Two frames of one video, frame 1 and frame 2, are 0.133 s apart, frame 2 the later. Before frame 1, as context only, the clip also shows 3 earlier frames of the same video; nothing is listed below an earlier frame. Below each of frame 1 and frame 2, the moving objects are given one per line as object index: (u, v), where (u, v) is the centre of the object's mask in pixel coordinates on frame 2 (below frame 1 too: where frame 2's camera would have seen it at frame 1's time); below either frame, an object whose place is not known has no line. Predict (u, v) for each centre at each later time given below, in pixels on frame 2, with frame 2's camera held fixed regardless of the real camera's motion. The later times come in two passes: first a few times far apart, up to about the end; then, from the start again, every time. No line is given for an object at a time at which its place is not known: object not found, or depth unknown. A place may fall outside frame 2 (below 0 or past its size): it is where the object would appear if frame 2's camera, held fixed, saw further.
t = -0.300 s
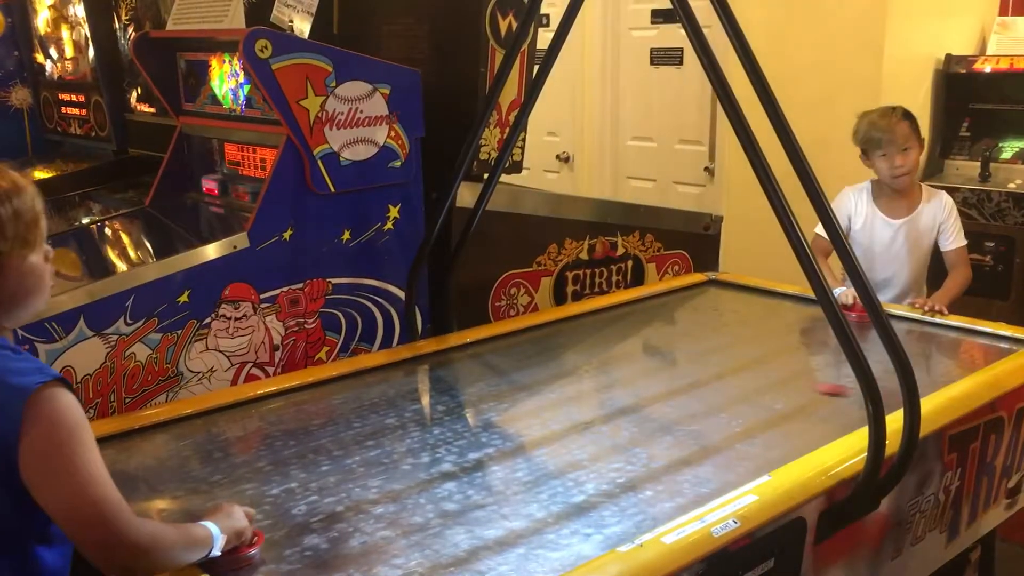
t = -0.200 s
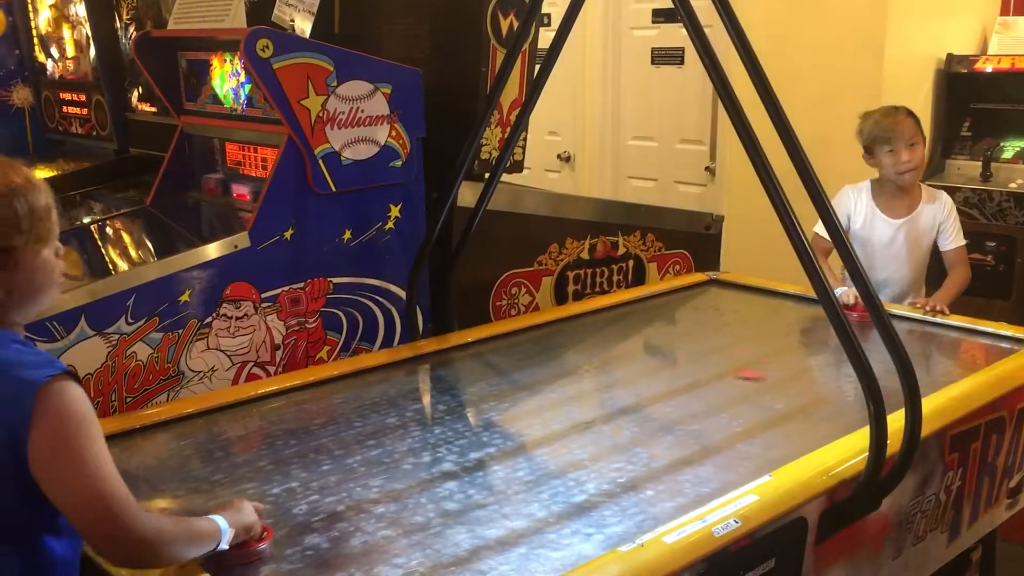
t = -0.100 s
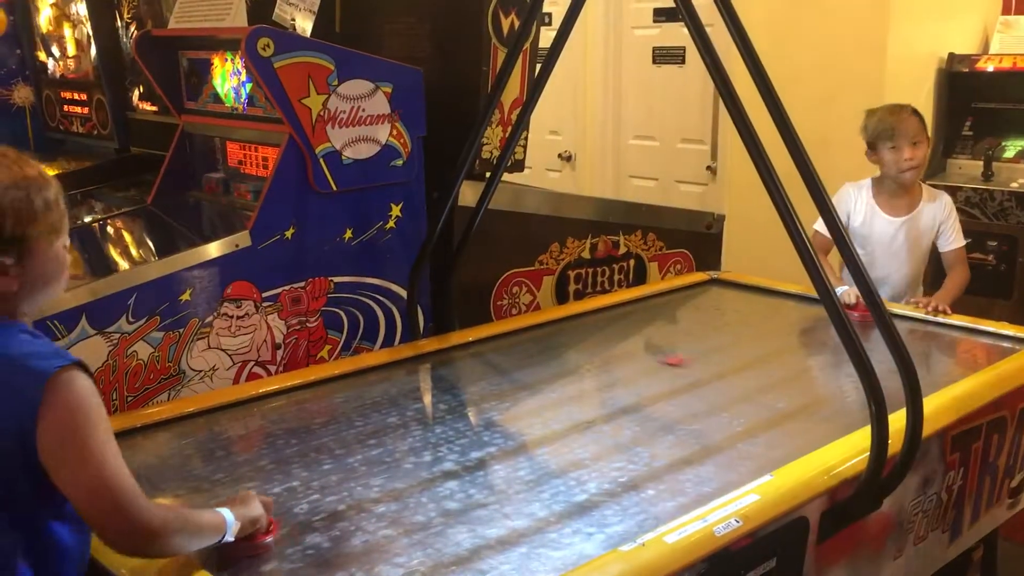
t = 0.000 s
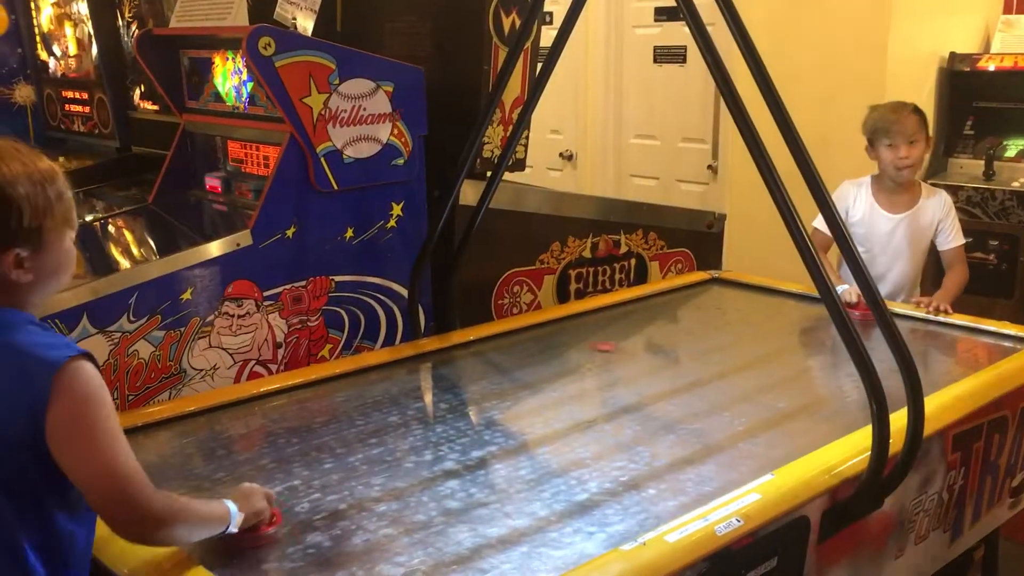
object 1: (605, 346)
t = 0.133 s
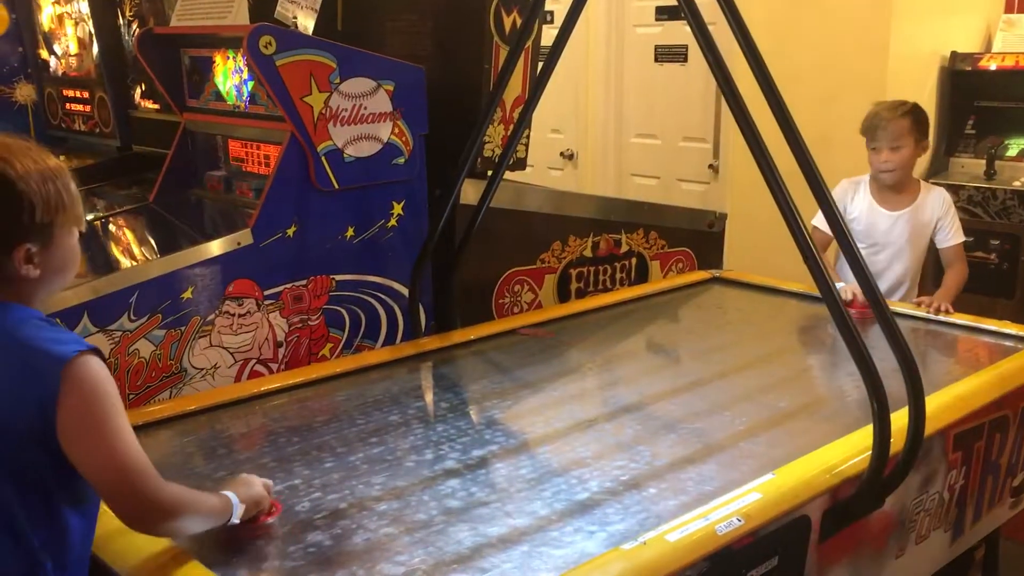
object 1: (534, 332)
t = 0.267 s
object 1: (574, 347)
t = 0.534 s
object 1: (706, 390)
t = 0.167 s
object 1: (537, 334)
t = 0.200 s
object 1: (548, 338)
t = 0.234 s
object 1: (561, 343)
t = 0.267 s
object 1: (574, 347)
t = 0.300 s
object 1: (590, 353)
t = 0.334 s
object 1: (605, 357)
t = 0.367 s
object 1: (621, 362)
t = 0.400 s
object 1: (637, 368)
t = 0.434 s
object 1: (653, 373)
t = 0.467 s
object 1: (670, 378)
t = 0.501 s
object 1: (689, 384)
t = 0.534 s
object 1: (706, 390)
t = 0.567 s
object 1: (725, 395)
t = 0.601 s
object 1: (744, 401)
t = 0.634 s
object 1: (766, 407)
